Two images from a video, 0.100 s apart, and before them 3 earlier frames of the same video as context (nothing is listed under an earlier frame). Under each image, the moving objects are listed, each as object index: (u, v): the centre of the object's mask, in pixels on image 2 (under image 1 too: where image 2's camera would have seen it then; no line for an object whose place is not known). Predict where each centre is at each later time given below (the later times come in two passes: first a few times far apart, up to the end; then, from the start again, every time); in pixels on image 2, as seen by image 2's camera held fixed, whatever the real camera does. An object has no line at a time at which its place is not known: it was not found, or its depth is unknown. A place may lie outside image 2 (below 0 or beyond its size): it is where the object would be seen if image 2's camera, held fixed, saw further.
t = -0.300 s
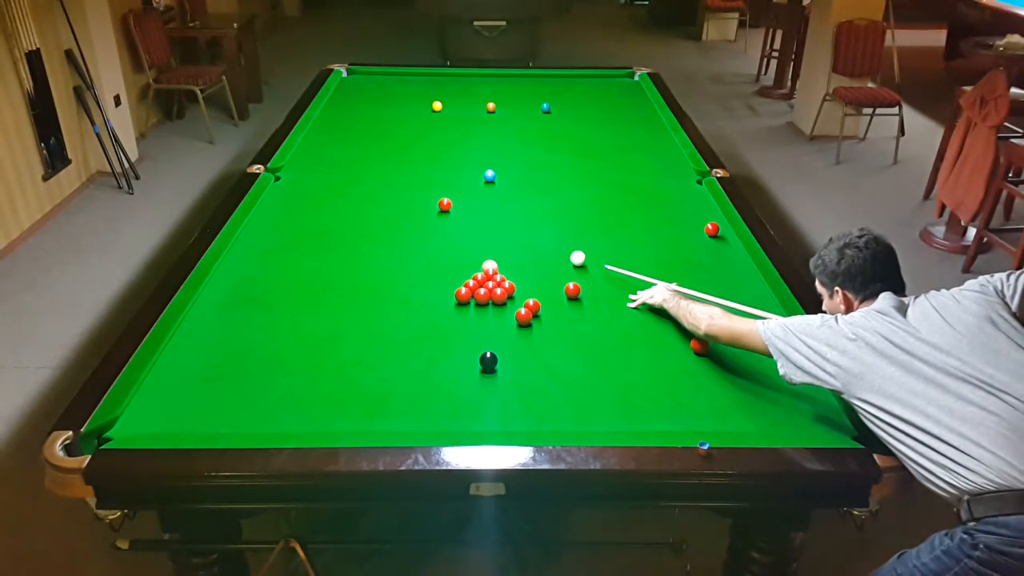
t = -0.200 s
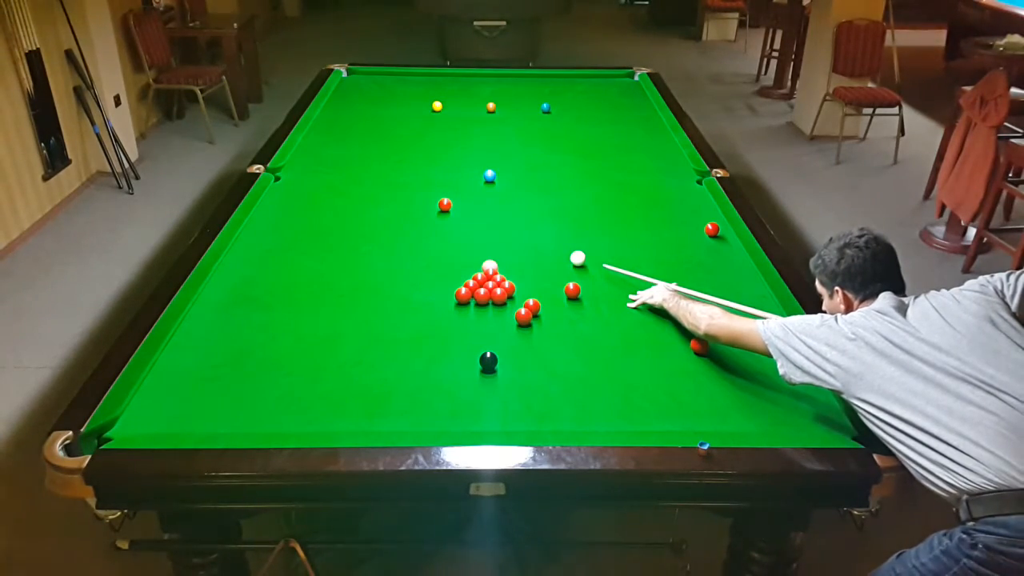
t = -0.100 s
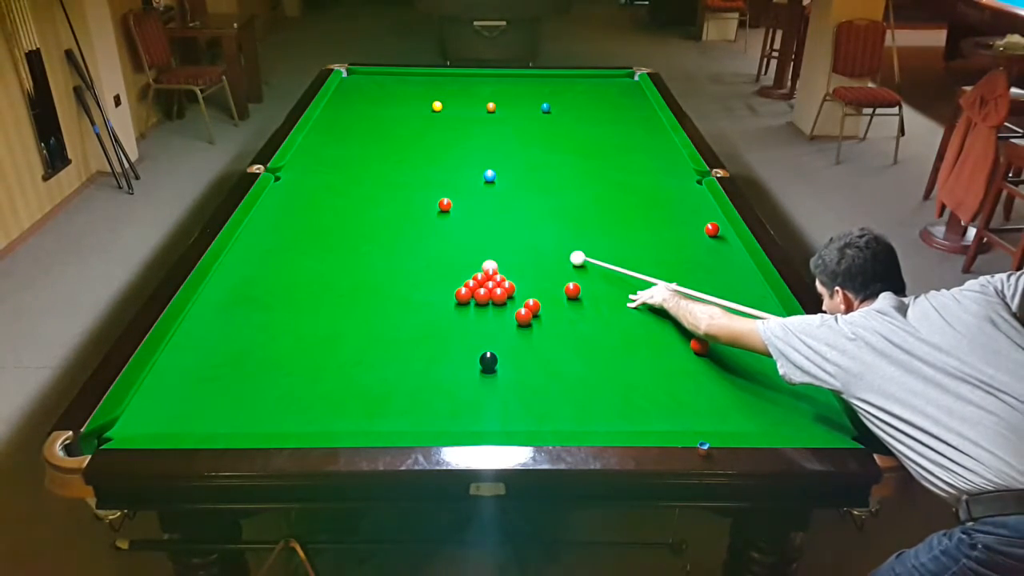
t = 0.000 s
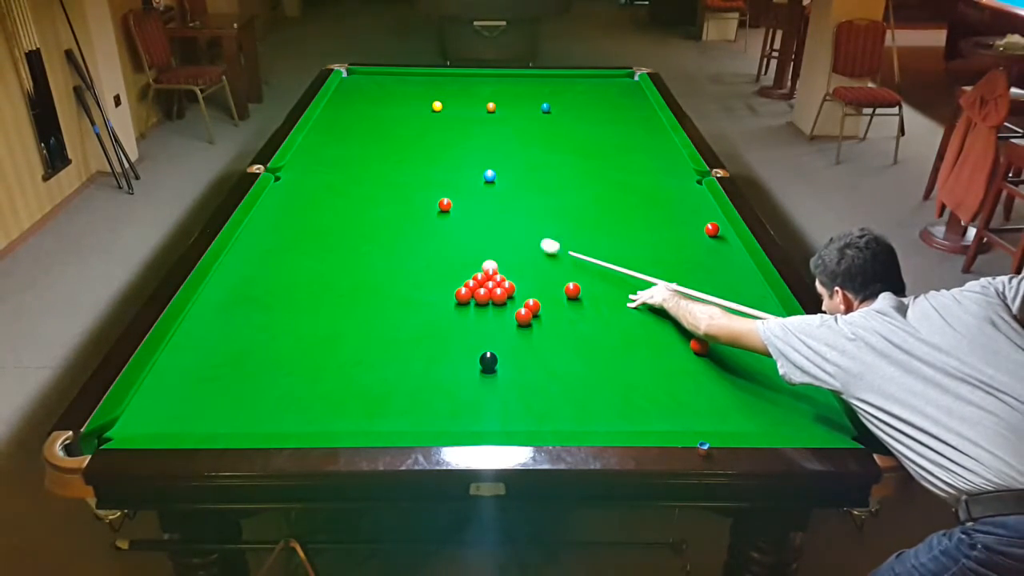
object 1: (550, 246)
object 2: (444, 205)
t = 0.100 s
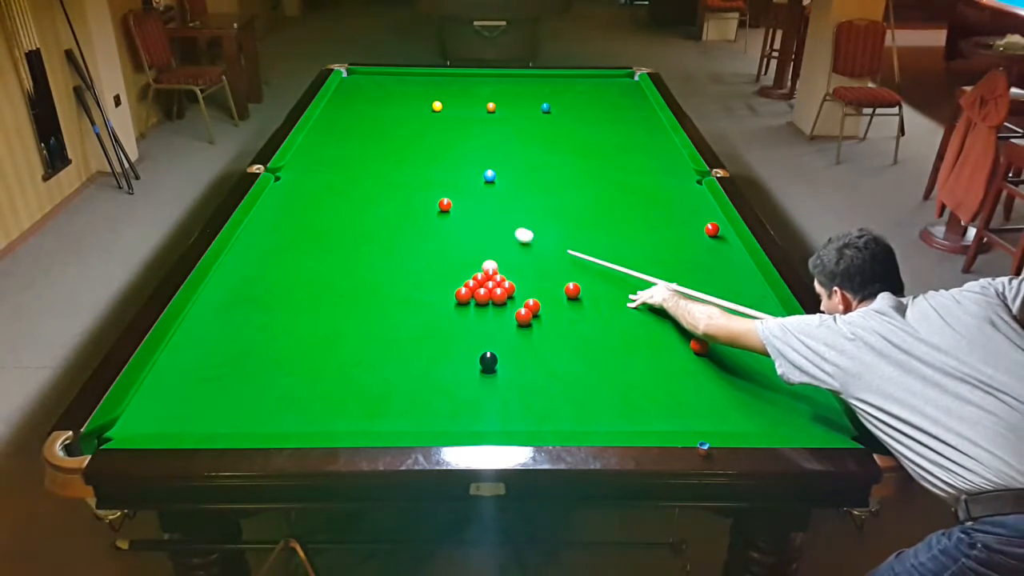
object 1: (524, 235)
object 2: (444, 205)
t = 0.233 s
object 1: (491, 221)
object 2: (444, 205)
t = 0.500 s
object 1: (457, 204)
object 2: (423, 199)
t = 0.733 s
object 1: (453, 195)
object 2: (387, 190)
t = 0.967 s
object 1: (449, 188)
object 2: (355, 182)
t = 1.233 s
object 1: (445, 180)
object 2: (321, 173)
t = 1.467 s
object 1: (441, 175)
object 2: (294, 166)
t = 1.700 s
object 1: (438, 169)
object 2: (311, 165)
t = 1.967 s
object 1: (436, 164)
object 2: (335, 164)
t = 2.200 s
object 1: (433, 160)
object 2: (354, 164)
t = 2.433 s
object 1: (432, 157)
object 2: (371, 163)
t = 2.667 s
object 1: (430, 154)
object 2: (387, 163)
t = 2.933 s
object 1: (428, 152)
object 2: (403, 163)
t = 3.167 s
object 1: (427, 150)
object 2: (415, 163)
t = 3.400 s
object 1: (427, 148)
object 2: (426, 162)
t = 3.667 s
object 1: (427, 148)
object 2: (438, 162)
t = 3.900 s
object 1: (427, 148)
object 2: (446, 162)
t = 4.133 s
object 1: (427, 148)
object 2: (453, 162)
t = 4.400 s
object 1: (427, 148)
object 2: (459, 162)
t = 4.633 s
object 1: (427, 148)
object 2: (464, 162)
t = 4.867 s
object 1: (427, 147)
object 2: (467, 161)
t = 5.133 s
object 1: (427, 147)
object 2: (470, 161)
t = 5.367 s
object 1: (427, 147)
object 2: (470, 161)
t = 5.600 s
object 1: (427, 148)
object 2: (470, 161)
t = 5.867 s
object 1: (427, 148)
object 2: (470, 161)
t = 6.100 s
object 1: (427, 148)
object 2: (470, 161)
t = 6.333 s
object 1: (427, 148)
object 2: (470, 161)
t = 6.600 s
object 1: (427, 148)
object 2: (470, 161)
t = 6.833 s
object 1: (427, 148)
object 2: (470, 161)
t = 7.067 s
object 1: (427, 148)
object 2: (470, 161)
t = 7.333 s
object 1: (427, 148)
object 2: (470, 161)
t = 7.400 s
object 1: (427, 148)
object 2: (470, 161)
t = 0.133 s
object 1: (516, 232)
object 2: (444, 205)
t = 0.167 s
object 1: (507, 228)
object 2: (444, 205)
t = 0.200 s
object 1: (499, 225)
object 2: (444, 205)
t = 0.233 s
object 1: (491, 221)
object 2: (444, 205)
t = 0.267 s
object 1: (484, 218)
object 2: (444, 205)
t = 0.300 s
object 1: (476, 215)
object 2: (444, 205)
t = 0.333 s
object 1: (469, 212)
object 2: (444, 205)
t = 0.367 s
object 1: (462, 209)
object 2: (444, 205)
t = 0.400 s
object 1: (456, 207)
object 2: (443, 204)
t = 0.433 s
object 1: (457, 206)
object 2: (436, 202)
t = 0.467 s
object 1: (457, 205)
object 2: (429, 200)
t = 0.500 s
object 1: (457, 204)
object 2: (423, 199)
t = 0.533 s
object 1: (456, 203)
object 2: (417, 198)
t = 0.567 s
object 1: (456, 201)
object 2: (412, 196)
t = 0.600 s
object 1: (455, 200)
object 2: (407, 195)
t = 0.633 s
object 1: (455, 199)
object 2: (402, 194)
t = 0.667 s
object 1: (454, 198)
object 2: (397, 193)
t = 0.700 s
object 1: (453, 197)
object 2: (392, 191)
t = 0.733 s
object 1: (453, 195)
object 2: (387, 190)
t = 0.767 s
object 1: (452, 194)
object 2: (382, 189)
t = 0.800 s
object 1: (452, 193)
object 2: (378, 188)
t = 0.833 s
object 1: (451, 192)
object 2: (373, 187)
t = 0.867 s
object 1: (451, 191)
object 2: (369, 186)
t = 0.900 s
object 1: (450, 190)
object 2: (364, 184)
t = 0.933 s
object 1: (450, 189)
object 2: (359, 183)
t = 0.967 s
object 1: (449, 188)
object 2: (355, 182)
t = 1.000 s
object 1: (448, 187)
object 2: (351, 181)
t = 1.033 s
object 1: (448, 186)
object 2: (346, 180)
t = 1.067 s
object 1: (448, 185)
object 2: (342, 178)
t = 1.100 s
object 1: (447, 184)
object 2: (338, 177)
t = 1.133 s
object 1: (446, 183)
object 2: (334, 176)
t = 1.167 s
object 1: (446, 182)
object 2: (329, 175)
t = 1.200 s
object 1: (445, 181)
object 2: (325, 174)
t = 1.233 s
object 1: (445, 180)
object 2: (321, 173)
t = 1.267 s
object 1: (444, 180)
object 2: (317, 172)
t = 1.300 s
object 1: (444, 179)
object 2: (313, 171)
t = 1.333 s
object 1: (443, 178)
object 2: (309, 170)
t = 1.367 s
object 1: (443, 177)
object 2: (305, 169)
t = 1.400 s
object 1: (442, 176)
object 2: (301, 168)
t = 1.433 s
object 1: (442, 176)
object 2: (298, 167)
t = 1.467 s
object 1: (441, 175)
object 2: (294, 166)
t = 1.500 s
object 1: (441, 174)
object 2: (291, 166)
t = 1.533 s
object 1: (441, 173)
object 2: (294, 165)
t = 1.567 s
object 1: (440, 172)
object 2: (298, 165)
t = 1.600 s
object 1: (440, 172)
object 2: (301, 165)
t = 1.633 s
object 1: (439, 171)
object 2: (304, 165)
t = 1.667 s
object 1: (439, 170)
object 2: (307, 165)
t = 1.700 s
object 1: (438, 169)
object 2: (311, 165)
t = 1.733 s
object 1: (438, 169)
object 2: (314, 165)
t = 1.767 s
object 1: (438, 168)
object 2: (317, 165)
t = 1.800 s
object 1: (437, 167)
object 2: (320, 165)
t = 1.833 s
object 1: (437, 167)
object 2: (323, 165)
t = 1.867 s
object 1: (437, 166)
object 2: (326, 165)
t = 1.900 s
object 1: (436, 165)
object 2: (329, 164)
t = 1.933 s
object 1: (436, 165)
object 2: (332, 164)
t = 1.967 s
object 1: (436, 164)
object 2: (335, 164)
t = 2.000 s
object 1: (435, 164)
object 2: (338, 164)
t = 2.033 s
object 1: (435, 163)
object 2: (340, 164)
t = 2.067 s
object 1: (435, 162)
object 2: (343, 164)
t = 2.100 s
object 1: (434, 162)
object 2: (346, 164)
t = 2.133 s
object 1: (434, 161)
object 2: (348, 164)
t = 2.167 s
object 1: (434, 161)
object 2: (351, 164)
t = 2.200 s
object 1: (433, 160)
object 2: (354, 164)
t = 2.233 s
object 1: (433, 160)
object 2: (356, 164)
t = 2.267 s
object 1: (433, 159)
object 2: (359, 164)
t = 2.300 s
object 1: (433, 159)
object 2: (361, 164)
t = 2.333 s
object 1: (432, 158)
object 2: (364, 164)
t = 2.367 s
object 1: (432, 158)
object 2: (366, 164)
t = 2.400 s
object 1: (432, 157)
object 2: (369, 163)
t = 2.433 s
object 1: (432, 157)
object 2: (371, 163)
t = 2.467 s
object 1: (431, 157)
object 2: (373, 163)
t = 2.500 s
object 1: (431, 156)
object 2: (376, 163)
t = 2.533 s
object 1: (431, 156)
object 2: (378, 163)
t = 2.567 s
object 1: (431, 155)
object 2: (380, 163)
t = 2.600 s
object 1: (430, 155)
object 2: (382, 163)
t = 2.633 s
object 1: (430, 155)
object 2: (385, 163)
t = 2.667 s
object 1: (430, 154)
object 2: (387, 163)
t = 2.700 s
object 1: (430, 154)
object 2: (389, 163)
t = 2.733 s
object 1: (430, 153)
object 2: (391, 163)
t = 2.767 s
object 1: (429, 153)
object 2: (393, 163)
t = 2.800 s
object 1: (429, 153)
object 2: (395, 163)
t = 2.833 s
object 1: (429, 153)
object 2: (397, 163)
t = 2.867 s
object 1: (429, 152)
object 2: (399, 163)
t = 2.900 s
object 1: (429, 152)
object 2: (401, 163)
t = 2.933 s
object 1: (428, 152)
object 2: (403, 163)
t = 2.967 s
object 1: (428, 151)
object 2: (405, 163)
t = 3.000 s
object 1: (428, 151)
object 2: (407, 163)
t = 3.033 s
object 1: (428, 151)
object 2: (408, 163)
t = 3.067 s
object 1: (428, 151)
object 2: (410, 163)
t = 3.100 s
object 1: (428, 150)
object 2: (412, 162)
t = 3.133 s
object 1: (428, 150)
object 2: (414, 162)
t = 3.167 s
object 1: (427, 150)
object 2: (415, 163)
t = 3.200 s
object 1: (427, 150)
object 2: (417, 162)
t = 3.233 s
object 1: (427, 149)
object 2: (419, 162)
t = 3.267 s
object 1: (427, 149)
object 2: (420, 162)
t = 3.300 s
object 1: (427, 149)
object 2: (422, 162)
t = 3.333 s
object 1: (427, 149)
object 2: (423, 162)
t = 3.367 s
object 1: (427, 149)
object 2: (425, 162)
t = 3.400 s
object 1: (427, 148)
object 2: (426, 162)
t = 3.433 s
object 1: (427, 148)
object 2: (428, 162)
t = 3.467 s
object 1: (427, 148)
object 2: (429, 162)
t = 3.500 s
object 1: (427, 148)
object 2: (431, 162)
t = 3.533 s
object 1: (427, 148)
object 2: (432, 162)
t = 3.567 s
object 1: (427, 148)
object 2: (434, 162)
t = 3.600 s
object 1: (427, 148)
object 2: (435, 162)
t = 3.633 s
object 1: (427, 148)
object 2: (436, 162)
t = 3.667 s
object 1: (427, 148)
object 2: (438, 162)
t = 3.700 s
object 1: (427, 148)
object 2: (439, 162)
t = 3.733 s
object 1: (427, 148)
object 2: (440, 162)
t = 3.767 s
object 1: (427, 148)
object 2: (441, 162)
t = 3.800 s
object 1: (427, 148)
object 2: (443, 162)
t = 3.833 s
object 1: (427, 148)
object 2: (444, 162)
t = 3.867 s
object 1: (427, 148)
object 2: (445, 162)
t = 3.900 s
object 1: (427, 148)
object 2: (446, 162)
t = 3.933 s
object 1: (427, 148)
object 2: (447, 162)
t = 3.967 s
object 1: (427, 148)
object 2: (448, 162)
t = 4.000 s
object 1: (427, 148)
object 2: (449, 162)
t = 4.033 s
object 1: (427, 148)
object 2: (450, 162)
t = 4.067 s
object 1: (427, 148)
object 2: (451, 162)
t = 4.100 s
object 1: (427, 148)
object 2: (452, 162)
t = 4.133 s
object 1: (427, 148)
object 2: (453, 162)
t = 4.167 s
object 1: (427, 148)
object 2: (454, 162)
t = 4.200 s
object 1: (427, 148)
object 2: (455, 162)
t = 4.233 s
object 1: (427, 148)
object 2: (456, 162)
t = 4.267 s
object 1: (427, 148)
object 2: (456, 162)
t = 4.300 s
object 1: (427, 148)
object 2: (457, 162)
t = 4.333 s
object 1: (427, 148)
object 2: (458, 162)
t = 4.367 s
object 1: (427, 148)
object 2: (459, 162)
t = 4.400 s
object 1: (427, 148)
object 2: (459, 162)
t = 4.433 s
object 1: (427, 148)
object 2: (460, 162)
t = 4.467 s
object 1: (427, 148)
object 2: (461, 162)
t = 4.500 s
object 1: (427, 148)
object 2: (462, 162)
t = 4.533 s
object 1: (427, 148)
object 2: (462, 162)
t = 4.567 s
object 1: (427, 148)
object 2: (463, 162)
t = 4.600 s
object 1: (427, 147)
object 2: (463, 161)
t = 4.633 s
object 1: (427, 148)
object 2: (464, 162)
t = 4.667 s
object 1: (427, 148)
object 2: (464, 162)
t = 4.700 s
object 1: (427, 148)
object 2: (465, 162)
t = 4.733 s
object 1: (427, 148)
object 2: (465, 161)
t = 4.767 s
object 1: (427, 148)
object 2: (466, 162)
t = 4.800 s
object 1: (427, 148)
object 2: (466, 162)
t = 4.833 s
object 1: (427, 148)
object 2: (467, 162)
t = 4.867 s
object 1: (427, 147)
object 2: (467, 161)
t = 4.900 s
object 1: (427, 148)
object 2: (467, 161)
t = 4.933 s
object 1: (427, 148)
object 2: (468, 161)
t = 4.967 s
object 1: (427, 147)
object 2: (468, 161)
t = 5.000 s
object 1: (427, 147)
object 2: (468, 161)
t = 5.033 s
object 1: (427, 148)
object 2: (469, 161)
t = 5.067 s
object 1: (427, 147)
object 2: (469, 161)
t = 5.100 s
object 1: (427, 147)
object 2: (469, 161)
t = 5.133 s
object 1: (427, 147)
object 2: (470, 161)
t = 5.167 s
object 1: (427, 147)
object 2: (470, 161)
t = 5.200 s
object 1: (427, 147)
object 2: (470, 161)
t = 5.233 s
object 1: (427, 147)
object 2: (470, 161)
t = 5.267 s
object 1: (427, 147)
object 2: (470, 161)
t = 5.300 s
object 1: (427, 147)
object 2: (470, 161)
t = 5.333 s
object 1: (427, 147)
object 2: (470, 161)
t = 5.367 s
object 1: (427, 147)
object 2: (470, 161)
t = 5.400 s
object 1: (427, 148)
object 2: (470, 161)
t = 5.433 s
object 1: (427, 147)
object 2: (470, 161)
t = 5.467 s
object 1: (427, 148)
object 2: (470, 161)
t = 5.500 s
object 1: (427, 147)
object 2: (470, 161)
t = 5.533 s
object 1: (427, 148)
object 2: (470, 161)
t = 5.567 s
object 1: (427, 148)
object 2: (470, 161)
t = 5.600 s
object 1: (427, 148)
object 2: (470, 161)
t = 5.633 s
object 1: (427, 148)
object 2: (470, 161)
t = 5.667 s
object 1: (427, 148)
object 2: (470, 161)
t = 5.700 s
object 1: (427, 147)
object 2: (470, 161)
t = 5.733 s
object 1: (427, 147)
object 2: (470, 161)
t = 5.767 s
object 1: (427, 147)
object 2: (470, 161)
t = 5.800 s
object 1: (427, 147)
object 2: (470, 161)
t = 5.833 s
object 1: (427, 147)
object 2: (470, 161)
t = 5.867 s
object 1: (427, 148)
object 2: (470, 161)
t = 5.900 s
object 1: (427, 148)
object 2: (470, 161)
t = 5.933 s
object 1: (427, 148)
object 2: (470, 161)
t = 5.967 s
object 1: (427, 148)
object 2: (470, 161)
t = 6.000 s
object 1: (427, 148)
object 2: (470, 161)
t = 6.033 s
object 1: (427, 148)
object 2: (470, 161)
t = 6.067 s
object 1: (427, 148)
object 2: (470, 161)
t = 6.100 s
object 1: (427, 148)
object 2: (470, 161)
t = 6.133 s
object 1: (427, 147)
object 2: (470, 161)
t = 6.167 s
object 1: (427, 148)
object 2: (470, 161)
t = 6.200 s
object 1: (427, 148)
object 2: (470, 161)
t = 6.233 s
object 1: (427, 148)
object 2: (470, 161)
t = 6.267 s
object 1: (427, 148)
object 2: (470, 161)
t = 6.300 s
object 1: (427, 148)
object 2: (470, 161)
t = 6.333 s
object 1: (427, 148)
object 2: (470, 161)
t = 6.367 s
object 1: (427, 148)
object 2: (470, 161)
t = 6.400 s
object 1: (427, 148)
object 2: (470, 161)
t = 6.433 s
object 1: (427, 148)
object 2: (470, 161)
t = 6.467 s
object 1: (427, 148)
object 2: (470, 161)
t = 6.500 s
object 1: (427, 148)
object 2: (470, 161)
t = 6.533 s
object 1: (427, 148)
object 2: (470, 161)
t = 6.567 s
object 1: (427, 148)
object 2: (470, 161)
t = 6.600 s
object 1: (427, 148)
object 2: (470, 161)
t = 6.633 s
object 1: (427, 148)
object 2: (470, 161)
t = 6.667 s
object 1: (427, 148)
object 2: (470, 161)
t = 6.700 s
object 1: (427, 148)
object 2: (470, 161)
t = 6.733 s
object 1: (427, 148)
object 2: (470, 161)
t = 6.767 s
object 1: (427, 148)
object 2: (470, 161)
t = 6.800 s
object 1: (427, 148)
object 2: (470, 161)
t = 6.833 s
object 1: (427, 148)
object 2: (470, 161)
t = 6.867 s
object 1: (427, 148)
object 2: (470, 161)
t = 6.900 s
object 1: (427, 148)
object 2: (470, 161)
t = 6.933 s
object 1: (427, 148)
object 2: (470, 161)
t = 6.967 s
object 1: (427, 148)
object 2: (470, 161)
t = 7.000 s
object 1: (427, 148)
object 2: (470, 161)
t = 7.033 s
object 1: (427, 148)
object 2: (470, 161)
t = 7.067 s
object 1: (427, 148)
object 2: (470, 161)
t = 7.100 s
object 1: (427, 148)
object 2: (470, 161)
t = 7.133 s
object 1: (427, 148)
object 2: (470, 161)
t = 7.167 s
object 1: (427, 148)
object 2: (470, 161)
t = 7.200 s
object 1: (427, 148)
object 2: (470, 161)
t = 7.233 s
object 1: (427, 148)
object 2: (470, 161)
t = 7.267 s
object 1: (427, 148)
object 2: (470, 161)
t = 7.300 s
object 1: (427, 148)
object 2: (470, 161)
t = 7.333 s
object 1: (427, 148)
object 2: (470, 161)
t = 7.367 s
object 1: (427, 148)
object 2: (470, 161)
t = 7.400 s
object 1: (427, 148)
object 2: (470, 161)
